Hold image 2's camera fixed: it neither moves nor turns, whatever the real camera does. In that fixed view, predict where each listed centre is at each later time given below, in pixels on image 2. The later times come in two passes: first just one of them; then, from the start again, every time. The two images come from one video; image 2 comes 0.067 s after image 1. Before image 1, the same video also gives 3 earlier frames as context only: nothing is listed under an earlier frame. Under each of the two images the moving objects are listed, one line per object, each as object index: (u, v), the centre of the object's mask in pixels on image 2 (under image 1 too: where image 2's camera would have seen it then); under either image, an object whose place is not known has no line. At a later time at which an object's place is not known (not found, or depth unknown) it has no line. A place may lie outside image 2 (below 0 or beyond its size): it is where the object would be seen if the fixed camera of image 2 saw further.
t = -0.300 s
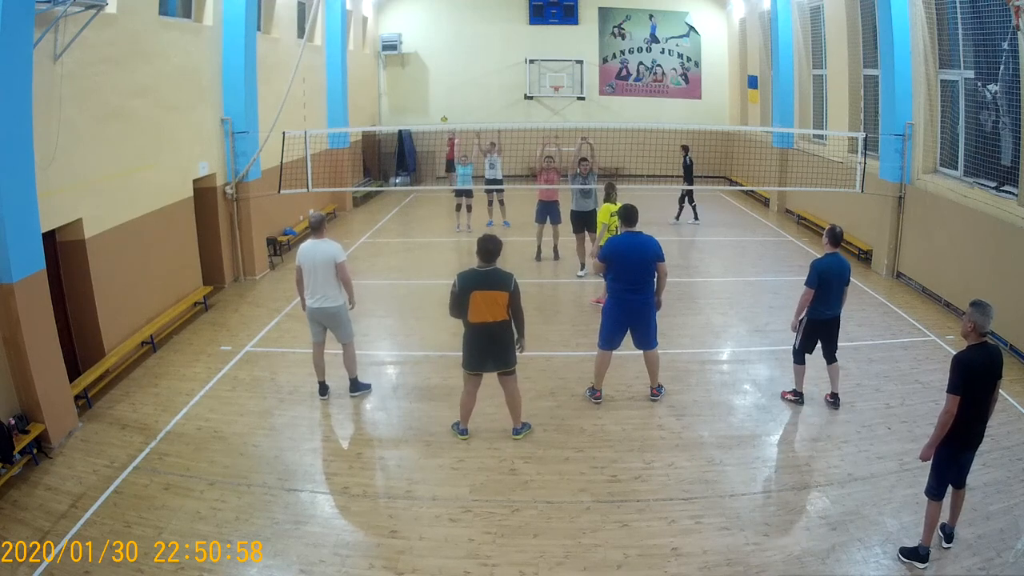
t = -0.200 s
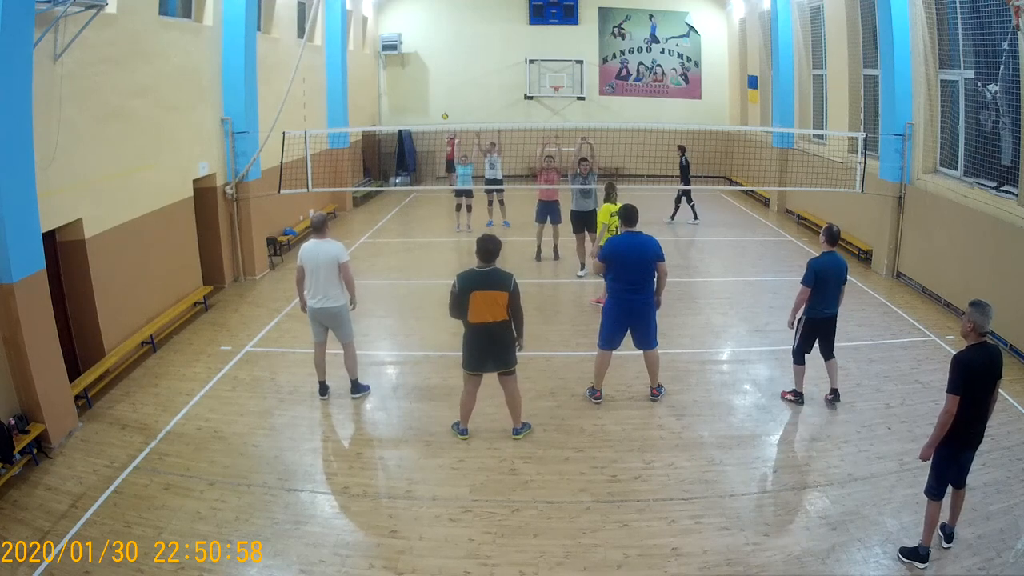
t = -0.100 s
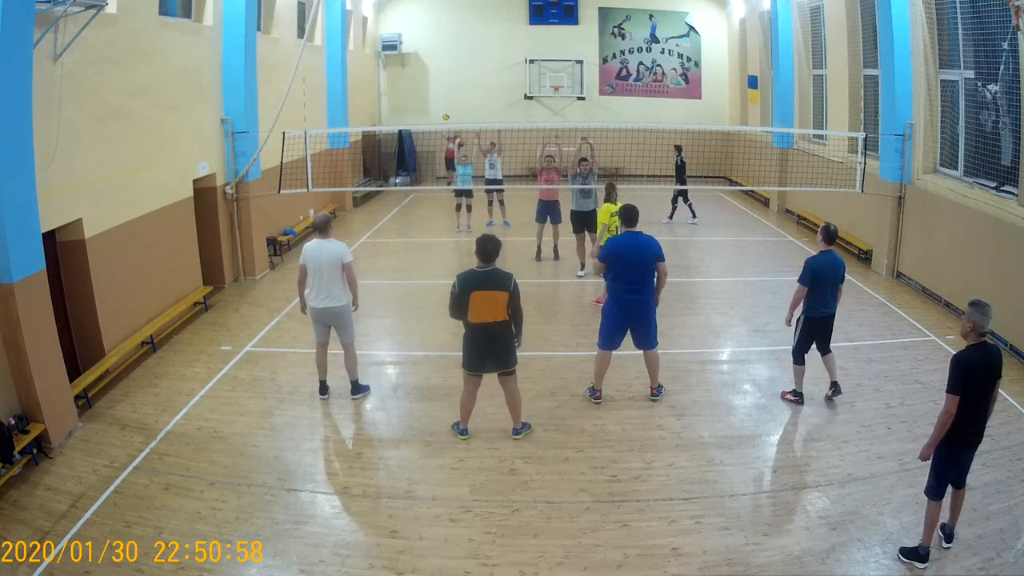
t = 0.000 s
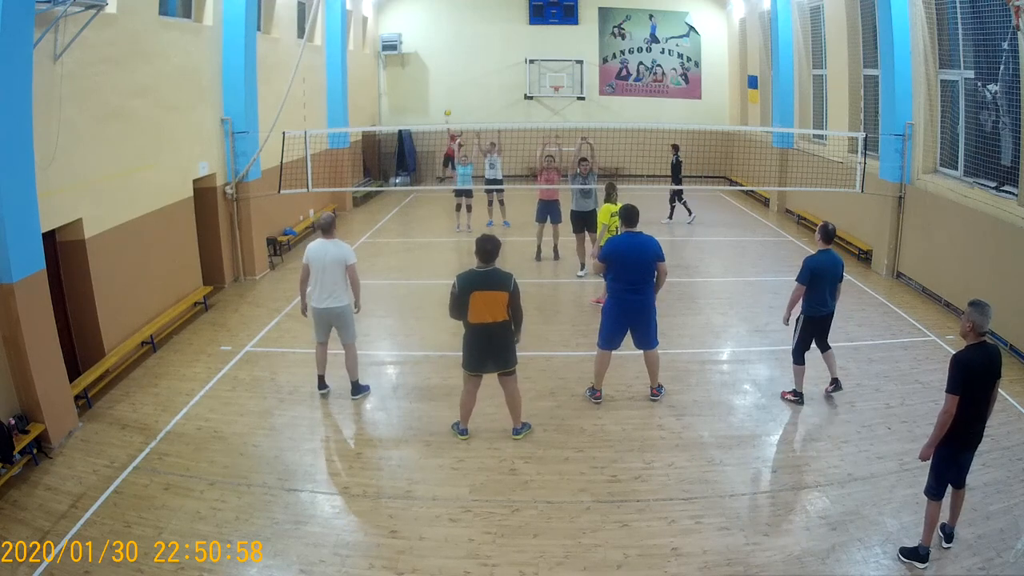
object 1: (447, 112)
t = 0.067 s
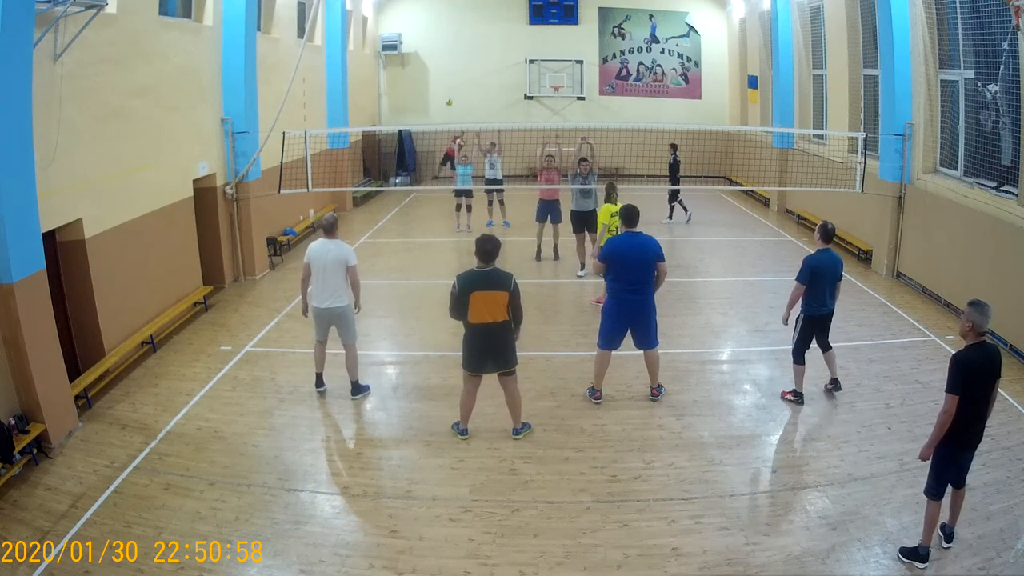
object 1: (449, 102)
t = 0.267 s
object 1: (454, 74)
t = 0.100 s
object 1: (450, 97)
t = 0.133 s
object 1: (451, 92)
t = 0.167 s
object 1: (452, 88)
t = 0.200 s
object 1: (453, 83)
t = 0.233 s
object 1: (453, 78)
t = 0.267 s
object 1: (454, 74)
